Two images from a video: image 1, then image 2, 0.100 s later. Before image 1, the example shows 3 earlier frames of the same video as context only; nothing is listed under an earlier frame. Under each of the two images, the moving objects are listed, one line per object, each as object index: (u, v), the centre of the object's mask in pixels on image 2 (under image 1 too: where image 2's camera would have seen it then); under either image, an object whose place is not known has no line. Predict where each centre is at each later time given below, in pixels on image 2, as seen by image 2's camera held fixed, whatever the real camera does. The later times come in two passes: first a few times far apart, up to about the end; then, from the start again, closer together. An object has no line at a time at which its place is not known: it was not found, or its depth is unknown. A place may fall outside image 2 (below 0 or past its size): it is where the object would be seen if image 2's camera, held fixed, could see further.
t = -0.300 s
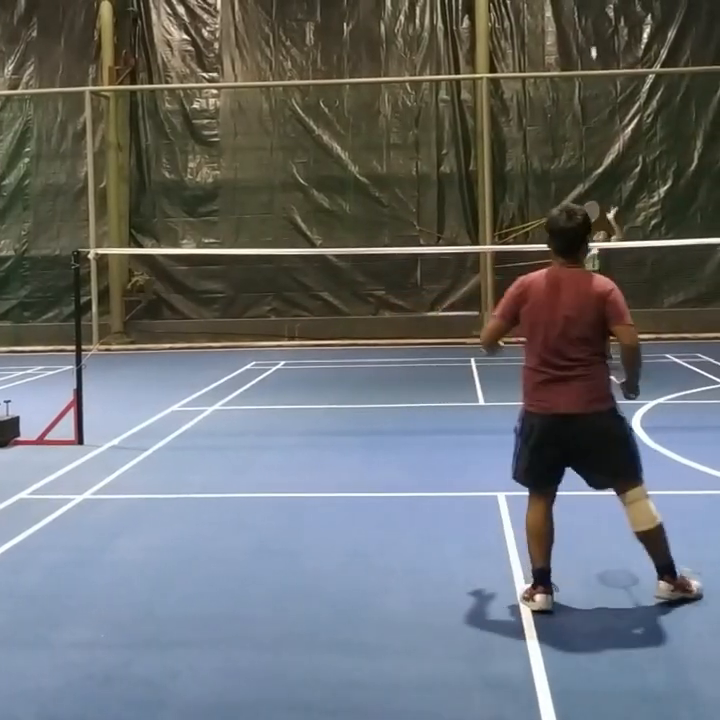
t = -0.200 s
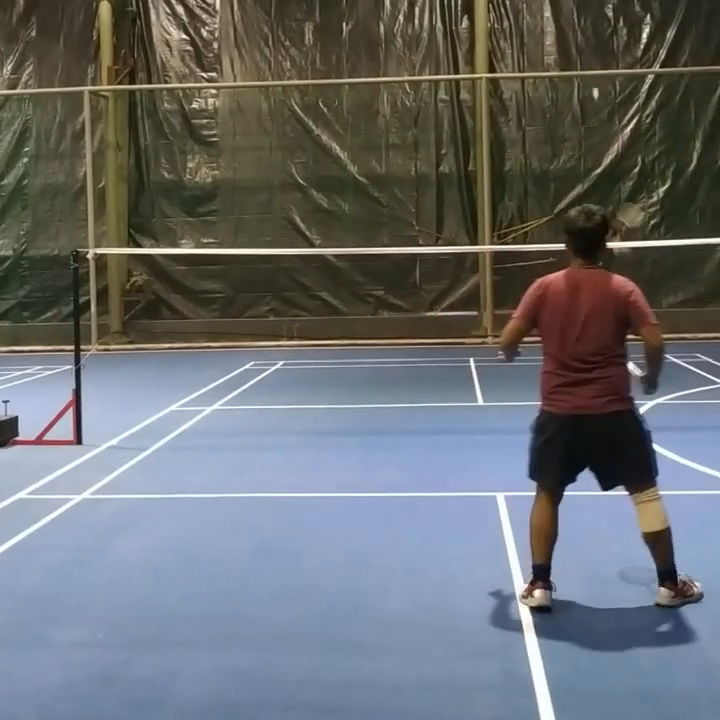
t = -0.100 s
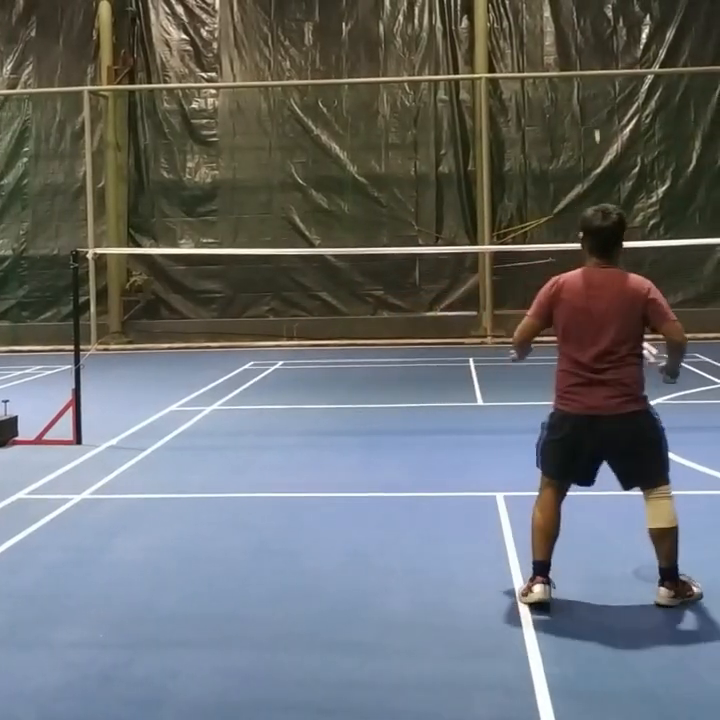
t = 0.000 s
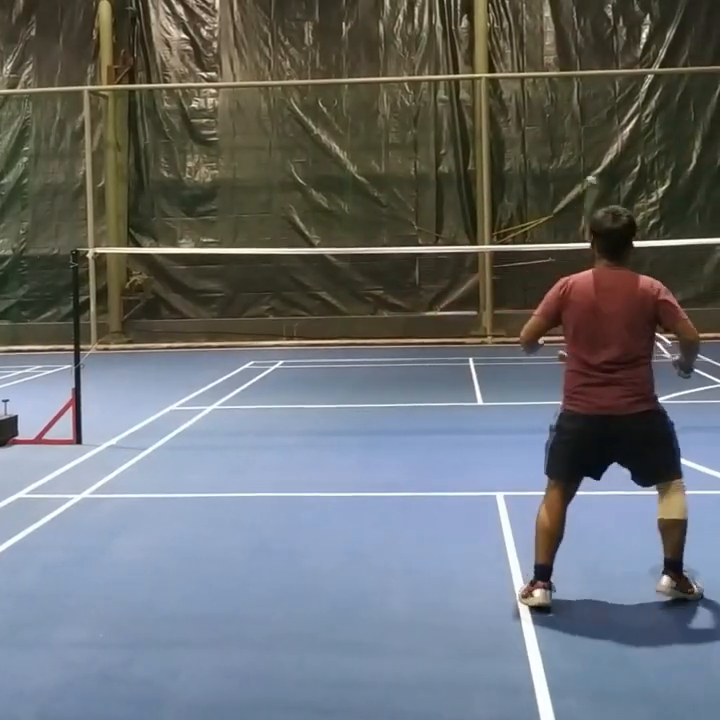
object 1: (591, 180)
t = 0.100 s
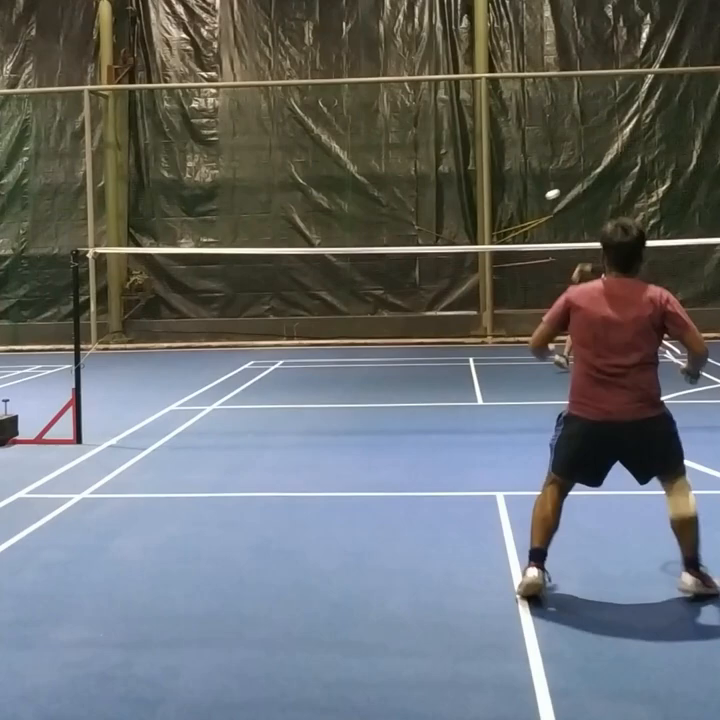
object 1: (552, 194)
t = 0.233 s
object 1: (504, 231)
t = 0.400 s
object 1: (441, 317)
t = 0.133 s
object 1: (541, 201)
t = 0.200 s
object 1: (517, 219)
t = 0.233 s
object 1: (504, 231)
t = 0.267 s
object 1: (494, 243)
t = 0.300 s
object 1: (480, 259)
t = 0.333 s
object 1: (468, 276)
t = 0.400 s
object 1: (441, 317)
